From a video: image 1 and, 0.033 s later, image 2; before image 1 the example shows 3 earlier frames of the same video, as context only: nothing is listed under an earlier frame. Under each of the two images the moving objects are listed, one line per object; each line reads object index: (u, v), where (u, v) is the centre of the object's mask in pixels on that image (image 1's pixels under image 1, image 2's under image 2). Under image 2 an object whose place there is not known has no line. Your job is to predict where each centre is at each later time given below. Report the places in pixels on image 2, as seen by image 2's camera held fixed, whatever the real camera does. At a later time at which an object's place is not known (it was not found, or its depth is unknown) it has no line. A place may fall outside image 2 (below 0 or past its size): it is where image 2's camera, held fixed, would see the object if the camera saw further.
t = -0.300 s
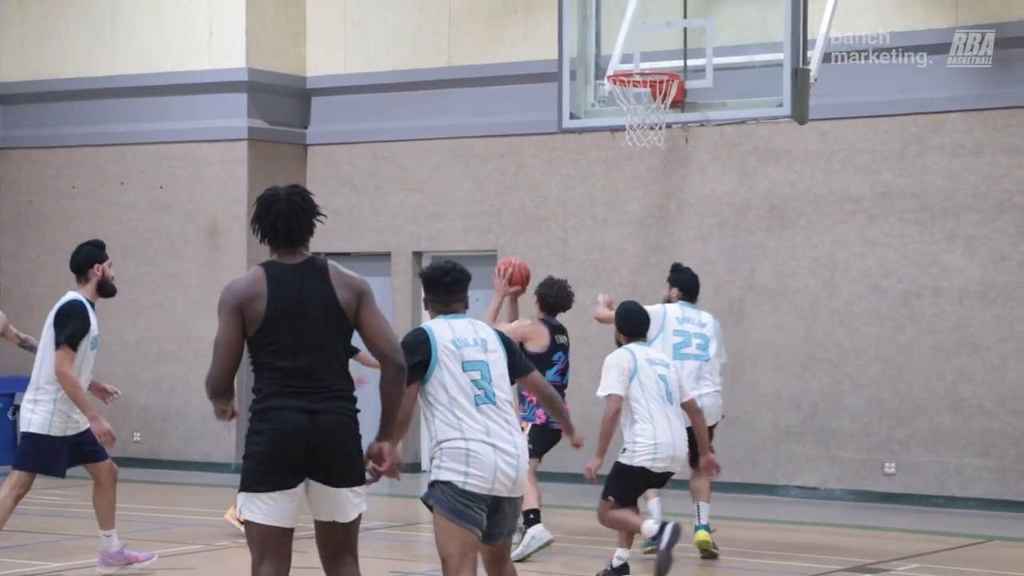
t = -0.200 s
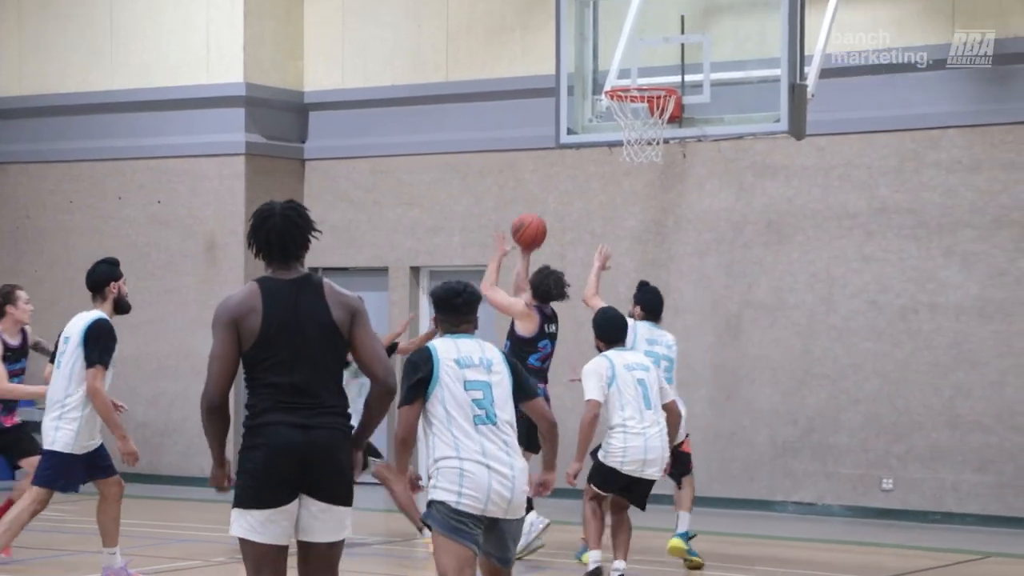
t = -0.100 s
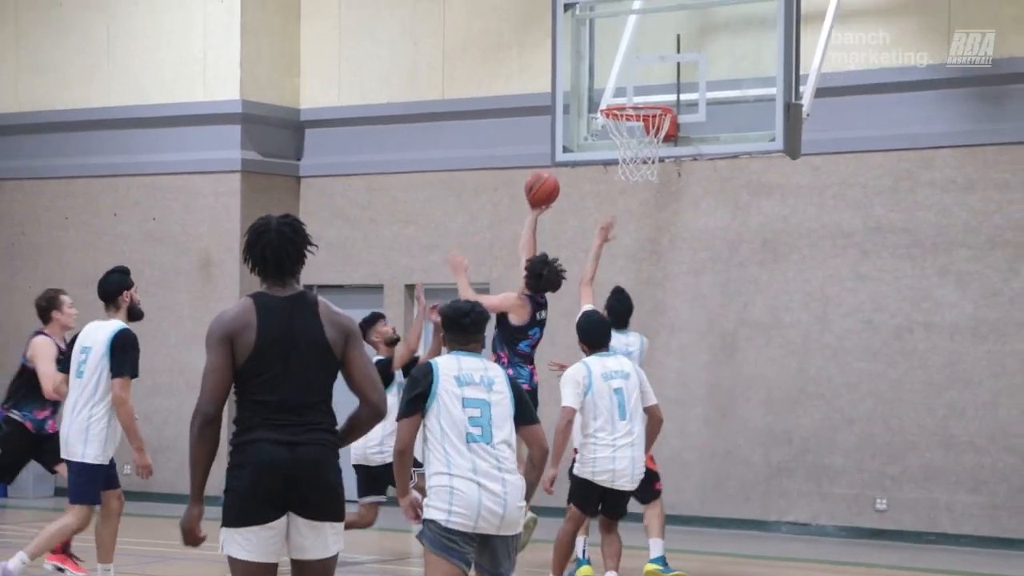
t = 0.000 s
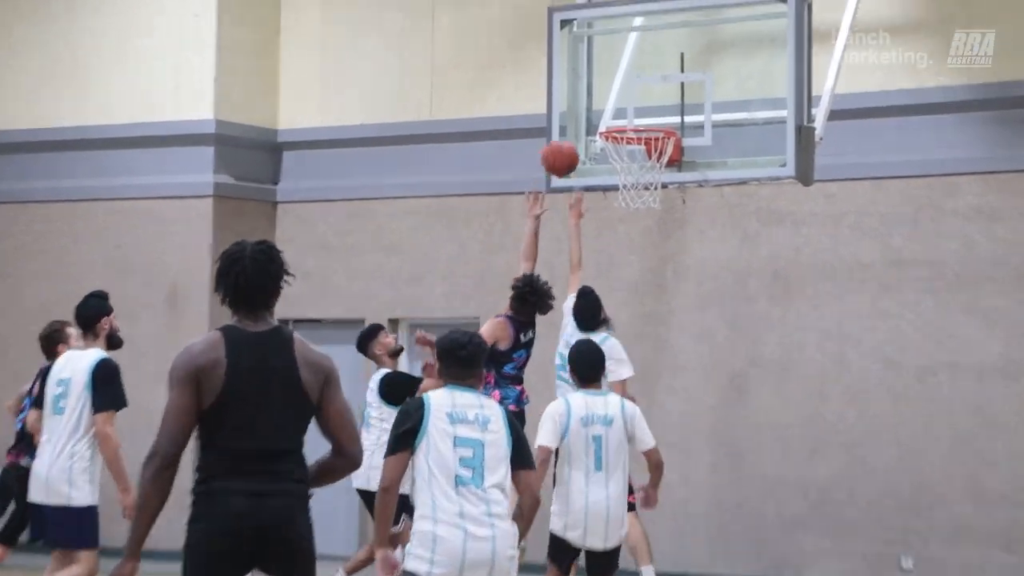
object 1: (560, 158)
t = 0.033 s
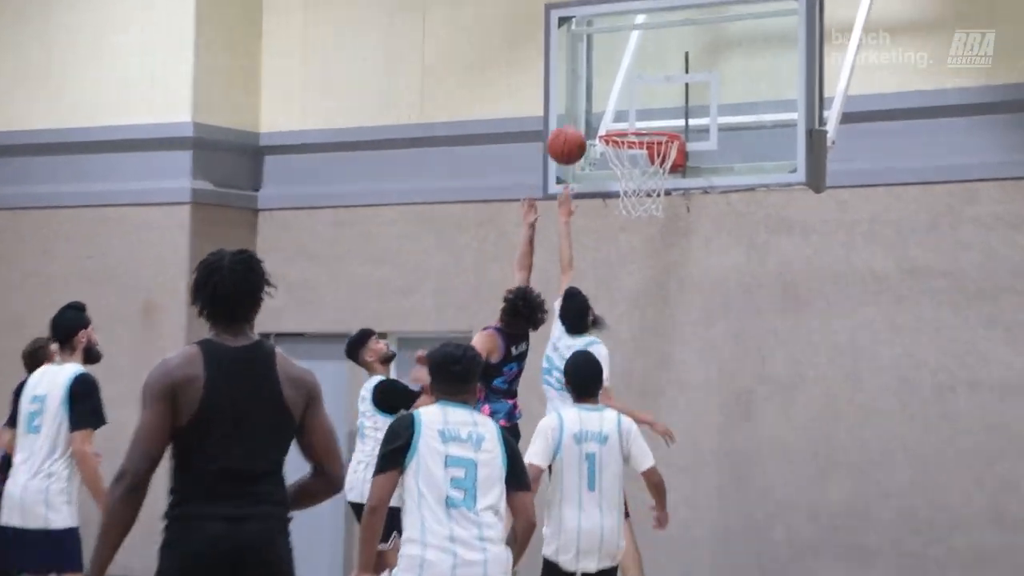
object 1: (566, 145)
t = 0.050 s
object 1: (570, 138)
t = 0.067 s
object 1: (575, 130)
